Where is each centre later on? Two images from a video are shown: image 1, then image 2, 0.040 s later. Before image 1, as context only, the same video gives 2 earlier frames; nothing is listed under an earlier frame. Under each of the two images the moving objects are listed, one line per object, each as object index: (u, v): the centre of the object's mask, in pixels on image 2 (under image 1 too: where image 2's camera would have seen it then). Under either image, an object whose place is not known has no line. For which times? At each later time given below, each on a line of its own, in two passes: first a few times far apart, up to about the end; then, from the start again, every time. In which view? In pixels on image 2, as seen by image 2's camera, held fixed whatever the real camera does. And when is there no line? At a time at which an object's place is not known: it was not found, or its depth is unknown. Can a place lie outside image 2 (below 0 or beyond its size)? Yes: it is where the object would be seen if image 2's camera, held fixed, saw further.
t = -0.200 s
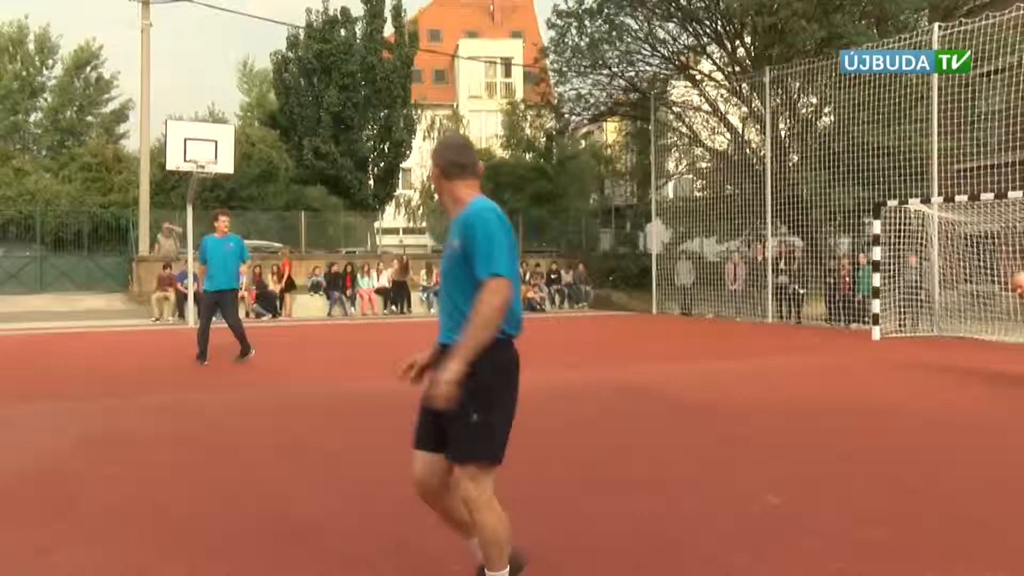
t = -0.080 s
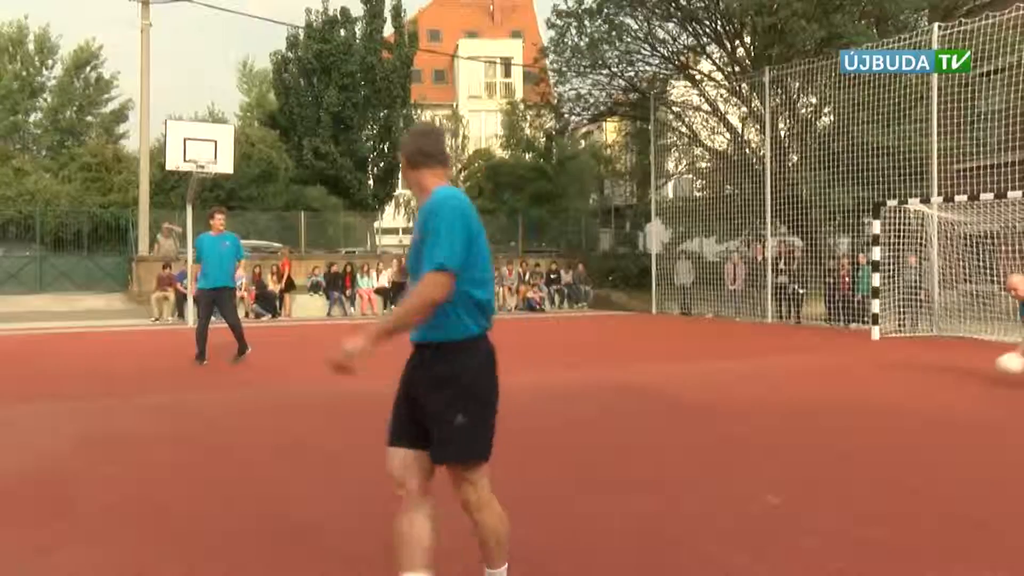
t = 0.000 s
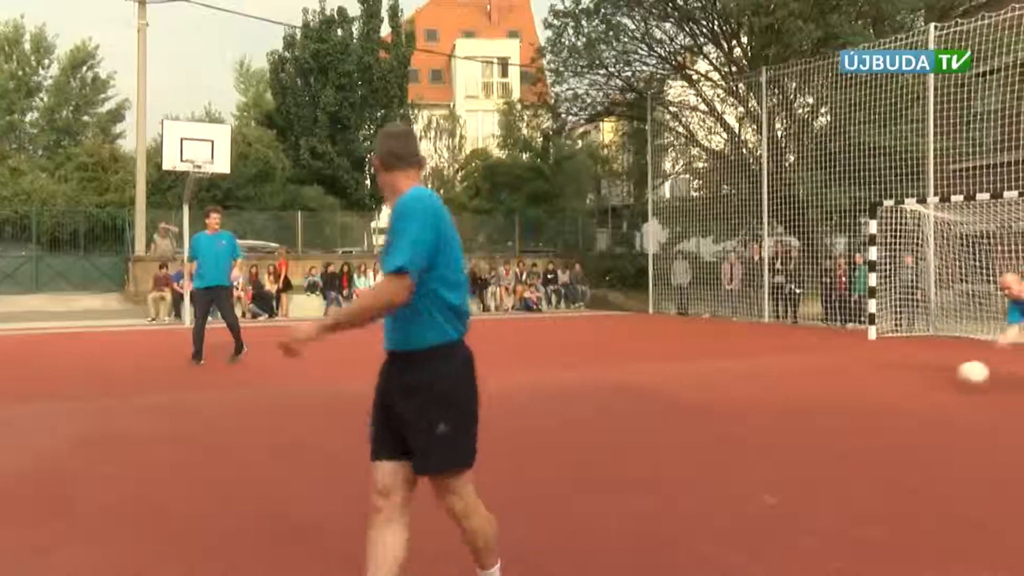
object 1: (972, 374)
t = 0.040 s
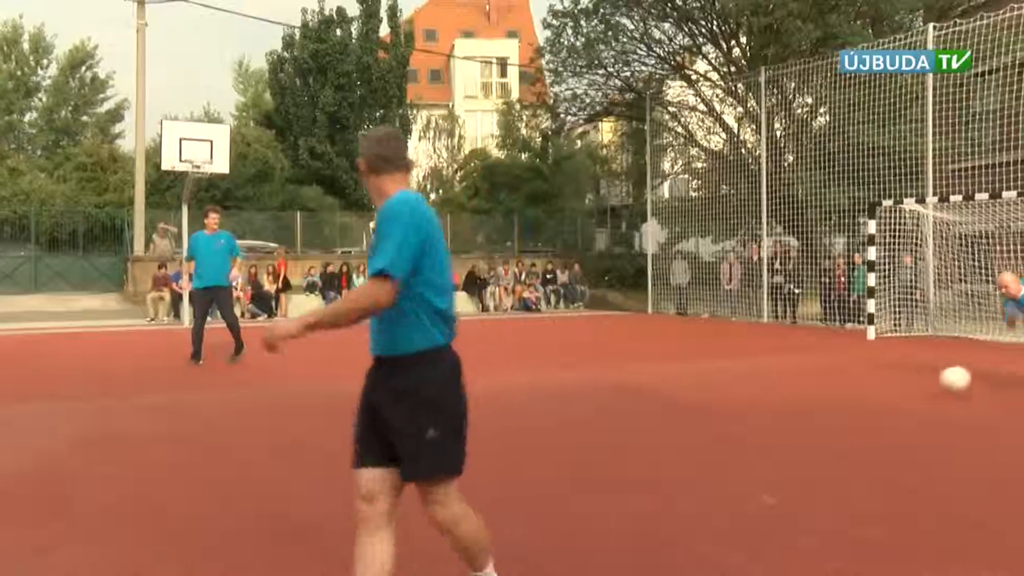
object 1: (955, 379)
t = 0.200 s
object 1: (887, 394)
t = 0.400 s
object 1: (797, 420)
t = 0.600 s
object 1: (691, 445)
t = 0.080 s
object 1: (936, 388)
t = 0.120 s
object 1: (919, 393)
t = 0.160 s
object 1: (903, 393)
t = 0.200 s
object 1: (887, 394)
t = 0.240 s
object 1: (870, 398)
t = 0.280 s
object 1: (852, 406)
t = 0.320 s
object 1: (832, 415)
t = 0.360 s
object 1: (814, 420)
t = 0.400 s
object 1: (797, 420)
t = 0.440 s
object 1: (778, 423)
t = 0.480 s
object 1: (758, 431)
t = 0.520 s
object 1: (736, 440)
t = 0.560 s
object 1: (714, 446)
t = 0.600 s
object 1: (691, 445)
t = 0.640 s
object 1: (666, 448)
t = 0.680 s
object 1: (639, 455)
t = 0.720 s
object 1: (609, 466)
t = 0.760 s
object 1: (575, 484)
